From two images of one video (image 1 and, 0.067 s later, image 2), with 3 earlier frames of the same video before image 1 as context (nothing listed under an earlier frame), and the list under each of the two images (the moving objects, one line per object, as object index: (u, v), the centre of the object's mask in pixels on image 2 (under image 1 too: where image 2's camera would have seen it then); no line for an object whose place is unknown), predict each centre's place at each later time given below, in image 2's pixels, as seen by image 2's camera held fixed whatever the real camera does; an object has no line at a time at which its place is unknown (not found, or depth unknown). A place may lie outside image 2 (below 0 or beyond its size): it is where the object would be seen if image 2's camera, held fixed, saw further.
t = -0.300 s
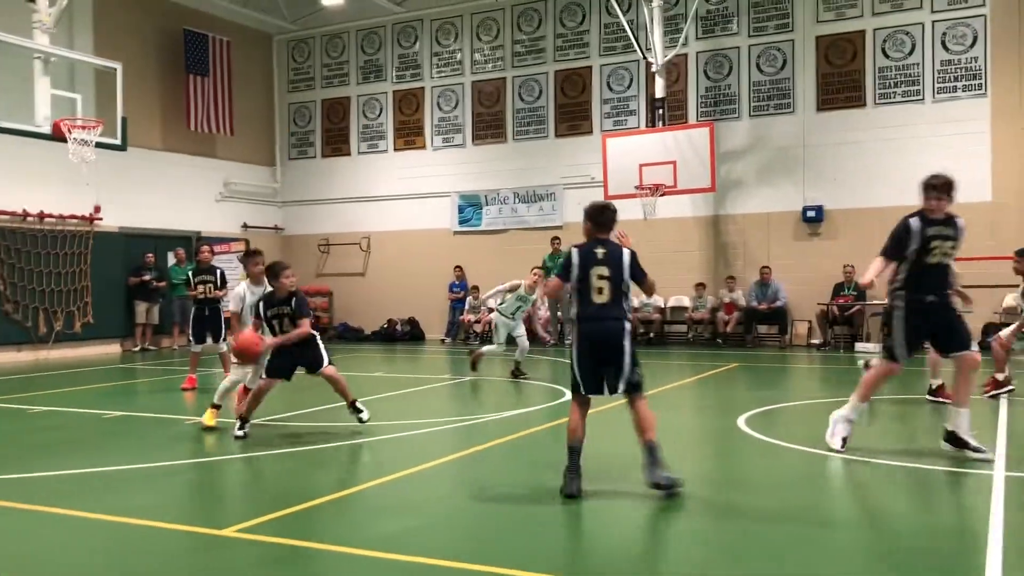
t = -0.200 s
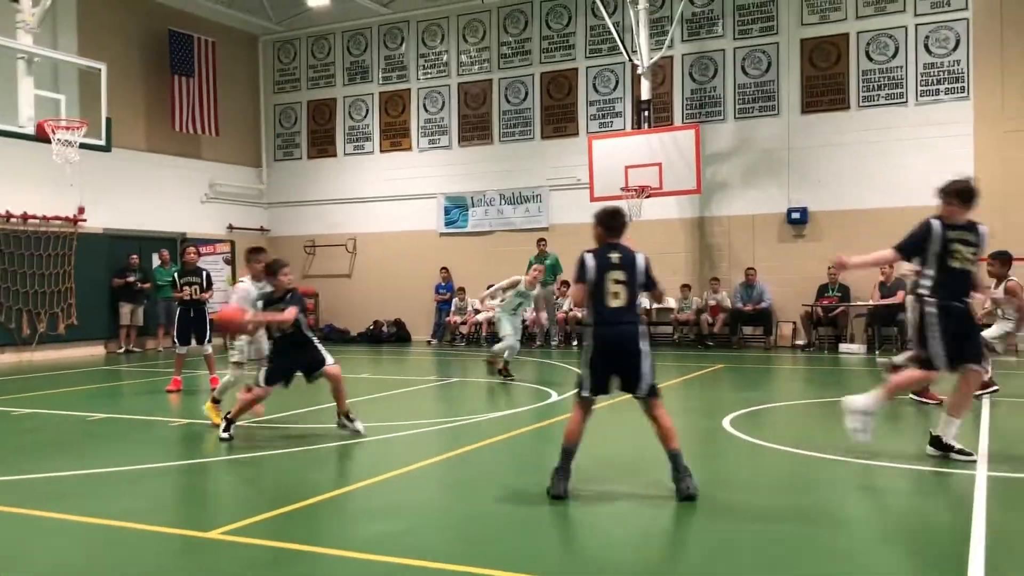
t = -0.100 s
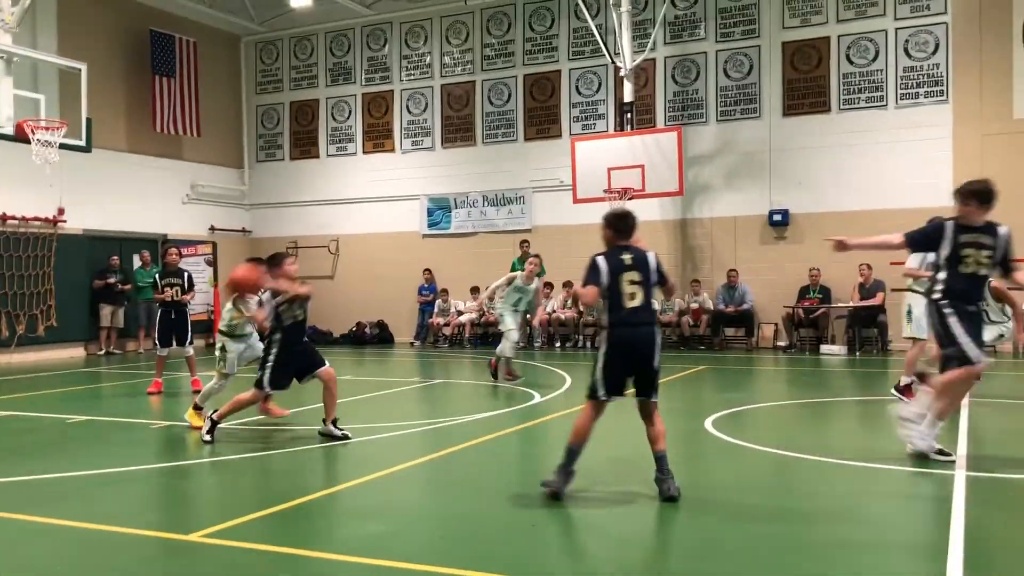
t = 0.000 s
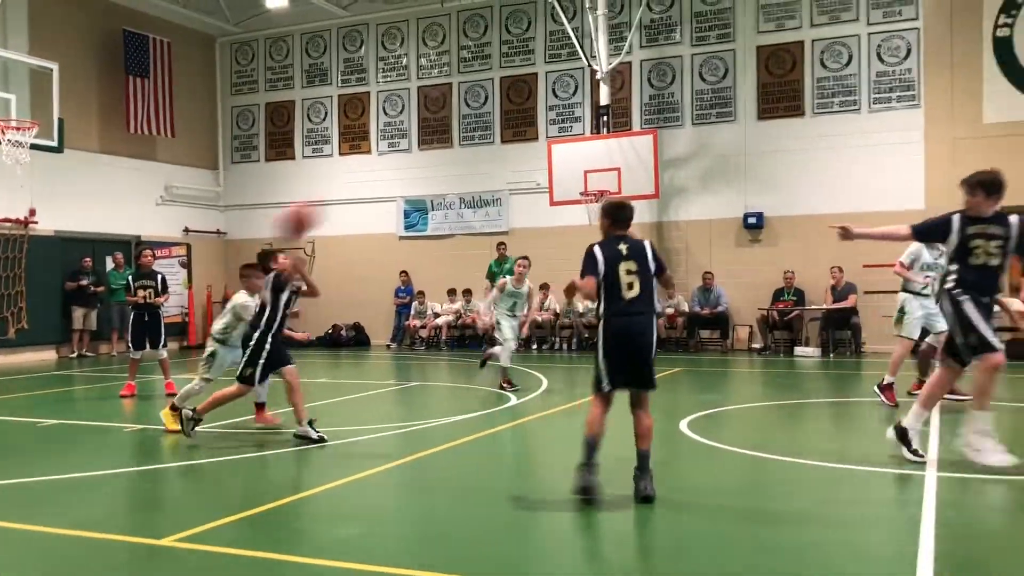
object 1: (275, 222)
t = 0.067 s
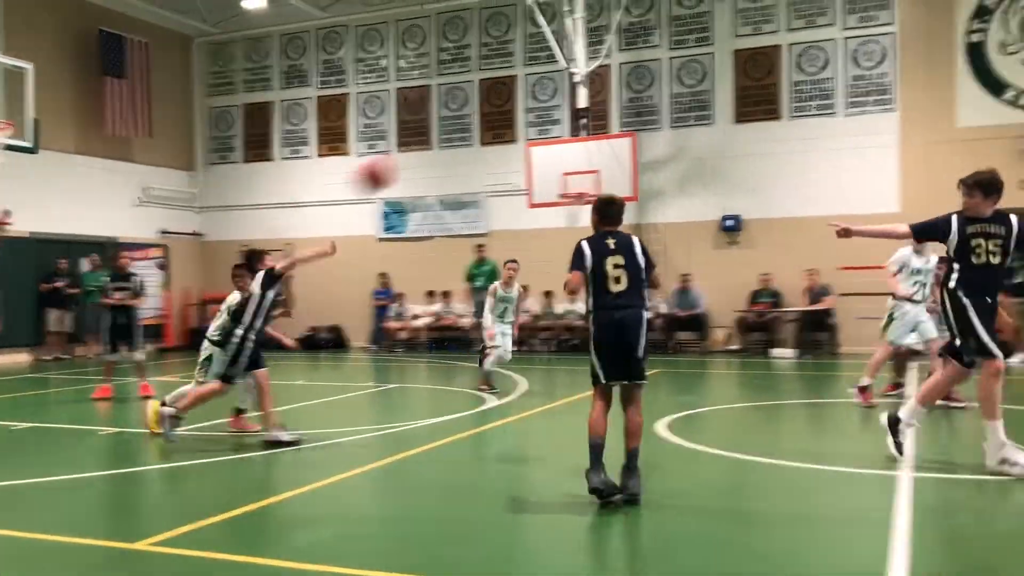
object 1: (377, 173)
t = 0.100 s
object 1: (423, 153)
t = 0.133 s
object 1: (474, 135)
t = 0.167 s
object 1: (520, 117)
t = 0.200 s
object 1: (569, 104)
